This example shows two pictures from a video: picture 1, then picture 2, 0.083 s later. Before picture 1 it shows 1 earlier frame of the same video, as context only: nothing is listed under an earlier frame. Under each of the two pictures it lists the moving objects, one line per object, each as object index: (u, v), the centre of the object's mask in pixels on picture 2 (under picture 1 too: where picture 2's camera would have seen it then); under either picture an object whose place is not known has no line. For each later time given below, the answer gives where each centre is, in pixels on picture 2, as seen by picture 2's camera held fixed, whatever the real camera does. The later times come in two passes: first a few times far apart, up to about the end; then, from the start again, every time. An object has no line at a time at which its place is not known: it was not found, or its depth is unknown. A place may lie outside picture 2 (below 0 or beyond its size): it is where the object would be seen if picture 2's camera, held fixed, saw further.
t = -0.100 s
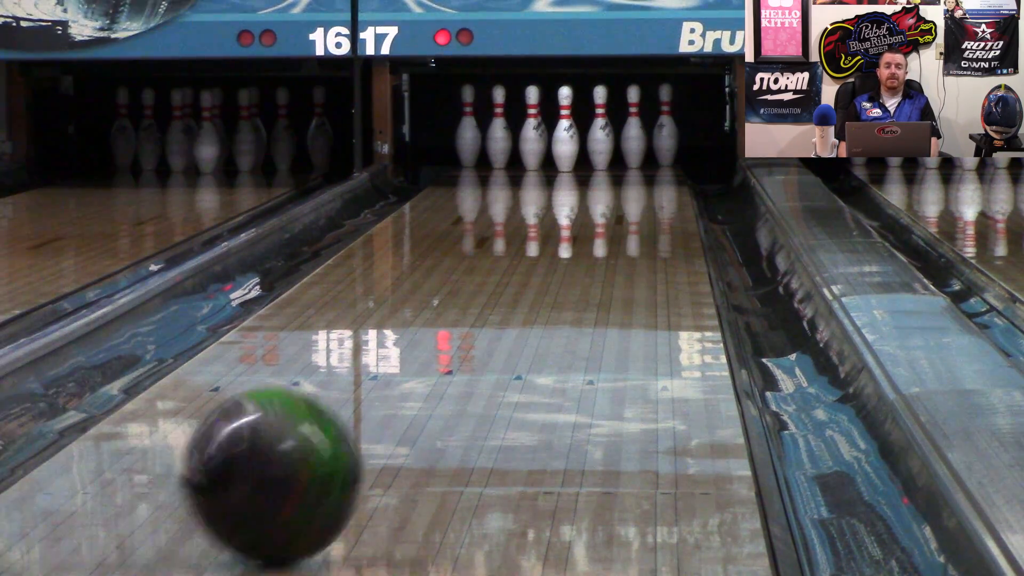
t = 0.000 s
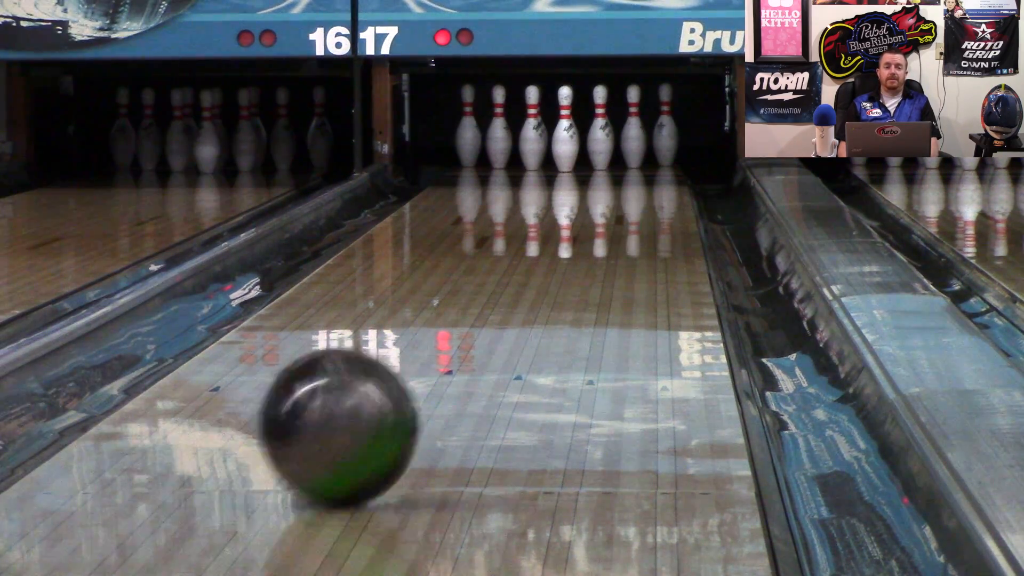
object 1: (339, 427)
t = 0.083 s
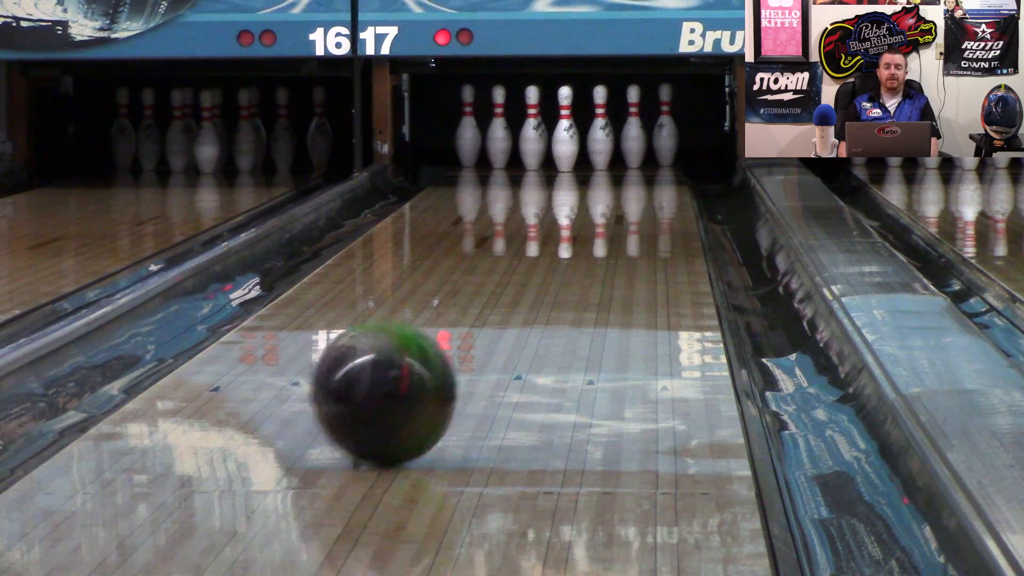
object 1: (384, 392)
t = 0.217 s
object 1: (442, 350)
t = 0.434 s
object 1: (509, 299)
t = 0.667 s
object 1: (558, 260)
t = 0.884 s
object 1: (590, 232)
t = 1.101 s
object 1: (613, 210)
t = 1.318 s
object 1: (629, 192)
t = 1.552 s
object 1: (635, 177)
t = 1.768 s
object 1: (628, 165)
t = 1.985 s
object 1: (607, 157)
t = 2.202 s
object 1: (583, 148)
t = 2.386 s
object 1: (584, 145)
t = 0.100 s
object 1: (393, 386)
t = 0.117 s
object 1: (400, 381)
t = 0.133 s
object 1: (408, 376)
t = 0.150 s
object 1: (415, 370)
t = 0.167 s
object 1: (421, 365)
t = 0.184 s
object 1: (429, 360)
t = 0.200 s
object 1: (435, 355)
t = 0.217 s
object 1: (442, 350)
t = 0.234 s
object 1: (448, 346)
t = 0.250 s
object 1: (454, 341)
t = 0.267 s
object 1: (459, 337)
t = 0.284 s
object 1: (466, 332)
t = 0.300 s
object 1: (471, 328)
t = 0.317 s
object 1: (476, 325)
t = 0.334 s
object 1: (481, 321)
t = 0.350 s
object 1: (486, 316)
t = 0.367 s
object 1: (491, 312)
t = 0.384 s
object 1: (495, 309)
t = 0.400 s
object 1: (500, 306)
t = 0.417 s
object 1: (504, 302)
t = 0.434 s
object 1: (509, 299)
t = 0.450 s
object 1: (513, 296)
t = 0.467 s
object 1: (517, 293)
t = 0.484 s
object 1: (522, 290)
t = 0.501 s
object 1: (525, 287)
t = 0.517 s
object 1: (529, 283)
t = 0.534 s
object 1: (532, 280)
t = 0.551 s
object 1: (536, 278)
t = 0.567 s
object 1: (539, 275)
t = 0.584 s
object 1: (542, 272)
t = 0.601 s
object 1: (547, 269)
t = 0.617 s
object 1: (549, 267)
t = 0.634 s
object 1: (552, 265)
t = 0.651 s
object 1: (555, 263)
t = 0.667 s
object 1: (558, 260)
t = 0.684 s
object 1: (561, 257)
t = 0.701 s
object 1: (564, 255)
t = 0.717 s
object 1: (567, 253)
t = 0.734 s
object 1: (569, 250)
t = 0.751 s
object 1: (573, 248)
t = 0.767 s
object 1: (574, 246)
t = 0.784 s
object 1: (577, 244)
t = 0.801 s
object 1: (579, 242)
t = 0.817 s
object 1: (581, 240)
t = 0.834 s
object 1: (583, 238)
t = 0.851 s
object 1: (586, 235)
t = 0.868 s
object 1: (588, 234)
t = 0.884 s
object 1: (590, 232)
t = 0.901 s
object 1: (593, 230)
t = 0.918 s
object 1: (594, 228)
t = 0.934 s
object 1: (597, 226)
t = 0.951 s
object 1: (598, 225)
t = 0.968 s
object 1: (600, 223)
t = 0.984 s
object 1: (602, 221)
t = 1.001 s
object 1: (603, 219)
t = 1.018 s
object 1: (606, 217)
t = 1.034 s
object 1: (607, 216)
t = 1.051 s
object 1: (608, 215)
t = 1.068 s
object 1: (611, 213)
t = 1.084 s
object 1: (613, 212)
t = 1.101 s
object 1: (613, 210)
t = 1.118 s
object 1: (614, 209)
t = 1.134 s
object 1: (615, 207)
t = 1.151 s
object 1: (617, 206)
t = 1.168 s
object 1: (619, 204)
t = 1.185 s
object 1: (620, 202)
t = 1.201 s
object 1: (620, 201)
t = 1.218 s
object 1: (621, 200)
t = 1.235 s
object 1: (624, 199)
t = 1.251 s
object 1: (624, 198)
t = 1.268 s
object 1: (625, 196)
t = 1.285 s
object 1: (627, 195)
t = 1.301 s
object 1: (628, 194)
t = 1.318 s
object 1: (629, 192)
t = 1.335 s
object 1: (630, 190)
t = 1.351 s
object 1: (630, 190)
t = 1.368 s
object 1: (630, 189)
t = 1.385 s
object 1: (632, 188)
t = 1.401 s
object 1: (633, 187)
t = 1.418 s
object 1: (633, 186)
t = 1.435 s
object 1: (634, 185)
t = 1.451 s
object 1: (634, 184)
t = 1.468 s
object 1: (635, 182)
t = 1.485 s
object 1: (635, 181)
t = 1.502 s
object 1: (635, 181)
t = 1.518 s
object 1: (635, 180)
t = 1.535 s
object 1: (636, 178)
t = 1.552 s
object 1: (635, 177)
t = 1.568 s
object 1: (635, 176)
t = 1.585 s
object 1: (634, 175)
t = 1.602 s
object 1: (634, 174)
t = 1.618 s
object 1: (634, 173)
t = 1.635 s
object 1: (633, 173)
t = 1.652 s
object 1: (633, 172)
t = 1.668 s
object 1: (633, 171)
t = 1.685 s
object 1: (632, 170)
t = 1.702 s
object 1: (631, 168)
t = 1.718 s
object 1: (629, 168)
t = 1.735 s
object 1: (629, 167)
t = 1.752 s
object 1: (629, 166)
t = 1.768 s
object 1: (628, 165)
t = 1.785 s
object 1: (627, 165)
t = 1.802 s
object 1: (625, 164)
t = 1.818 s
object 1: (624, 163)
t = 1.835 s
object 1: (623, 162)
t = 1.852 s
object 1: (621, 161)
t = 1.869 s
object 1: (619, 161)
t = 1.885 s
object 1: (618, 160)
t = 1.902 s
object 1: (617, 160)
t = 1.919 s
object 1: (615, 159)
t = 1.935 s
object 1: (614, 158)
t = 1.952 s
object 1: (611, 157)
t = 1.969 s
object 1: (610, 157)
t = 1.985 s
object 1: (607, 157)
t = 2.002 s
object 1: (606, 156)
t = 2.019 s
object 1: (605, 156)
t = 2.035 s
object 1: (605, 155)
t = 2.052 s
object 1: (599, 153)
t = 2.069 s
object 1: (595, 152)
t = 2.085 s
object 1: (594, 152)
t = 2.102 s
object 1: (593, 151)
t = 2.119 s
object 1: (590, 150)
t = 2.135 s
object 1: (588, 150)
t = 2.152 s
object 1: (587, 149)
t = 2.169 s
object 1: (584, 148)
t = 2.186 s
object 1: (583, 148)
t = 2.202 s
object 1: (583, 148)
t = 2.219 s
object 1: (584, 148)
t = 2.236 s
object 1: (585, 147)
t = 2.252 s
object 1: (584, 147)
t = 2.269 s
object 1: (582, 147)
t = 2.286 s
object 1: (582, 147)
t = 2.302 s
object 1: (581, 147)
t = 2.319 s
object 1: (581, 147)
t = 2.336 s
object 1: (582, 147)
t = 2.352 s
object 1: (582, 146)
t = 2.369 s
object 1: (583, 146)
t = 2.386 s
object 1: (584, 145)
